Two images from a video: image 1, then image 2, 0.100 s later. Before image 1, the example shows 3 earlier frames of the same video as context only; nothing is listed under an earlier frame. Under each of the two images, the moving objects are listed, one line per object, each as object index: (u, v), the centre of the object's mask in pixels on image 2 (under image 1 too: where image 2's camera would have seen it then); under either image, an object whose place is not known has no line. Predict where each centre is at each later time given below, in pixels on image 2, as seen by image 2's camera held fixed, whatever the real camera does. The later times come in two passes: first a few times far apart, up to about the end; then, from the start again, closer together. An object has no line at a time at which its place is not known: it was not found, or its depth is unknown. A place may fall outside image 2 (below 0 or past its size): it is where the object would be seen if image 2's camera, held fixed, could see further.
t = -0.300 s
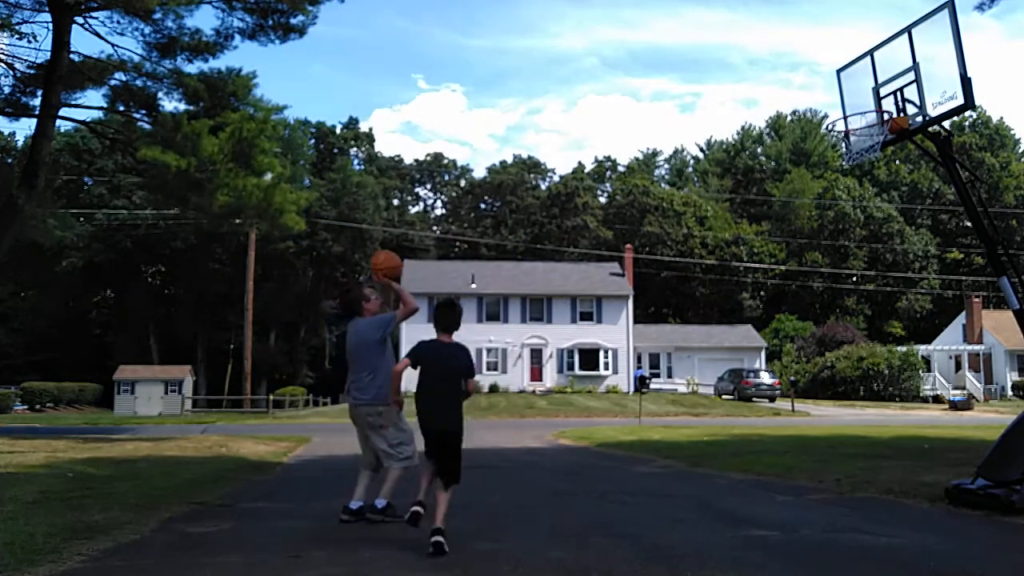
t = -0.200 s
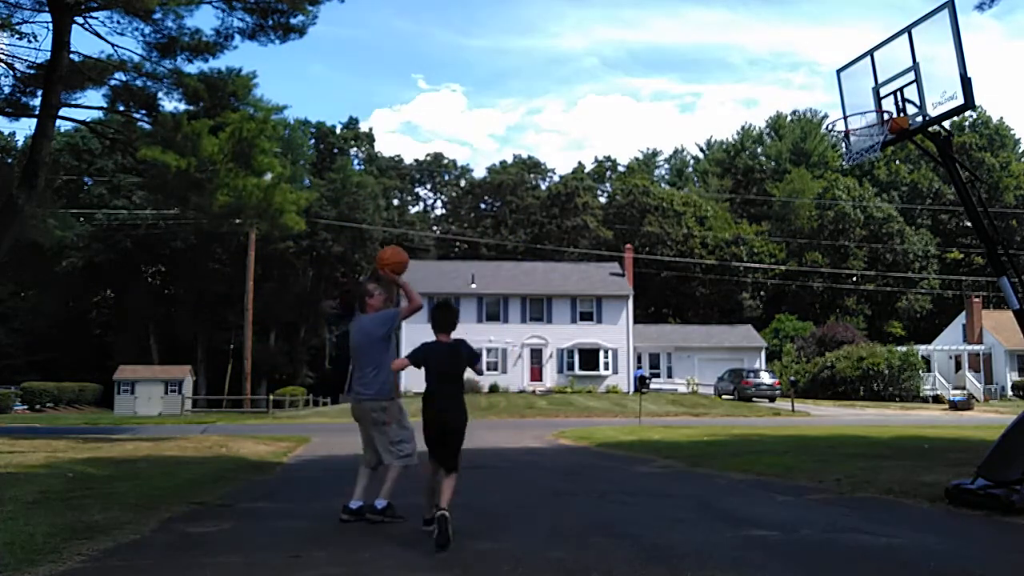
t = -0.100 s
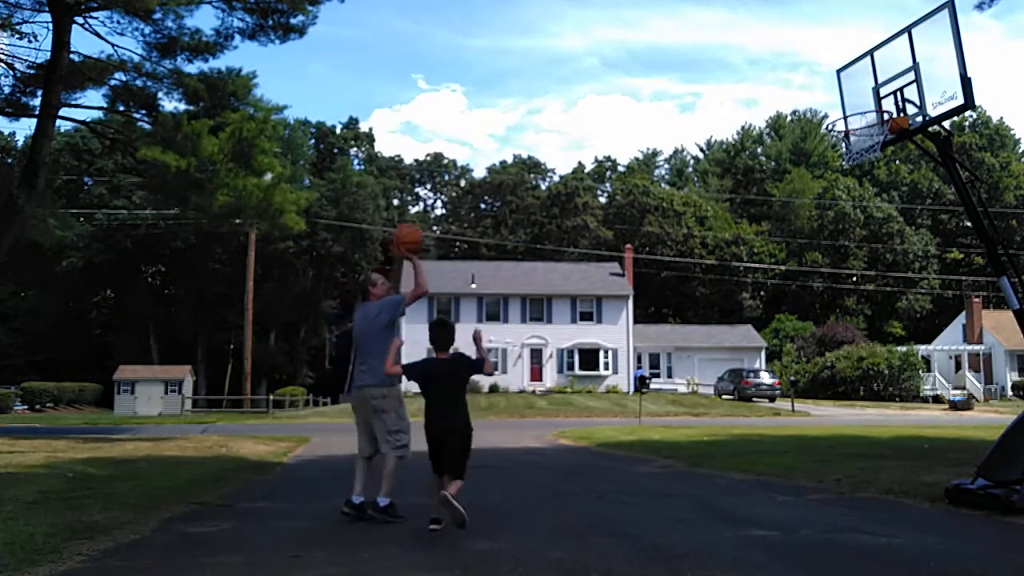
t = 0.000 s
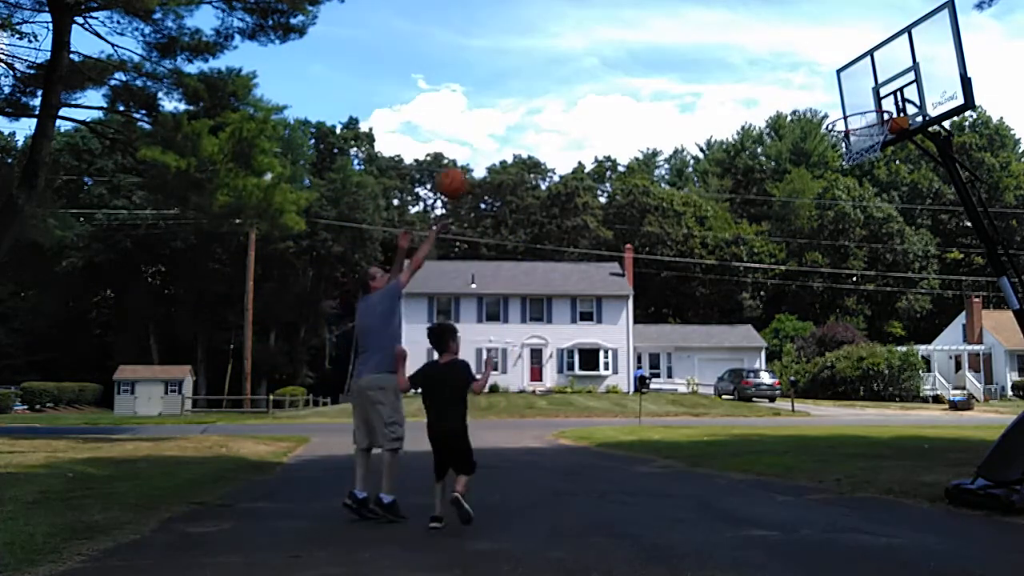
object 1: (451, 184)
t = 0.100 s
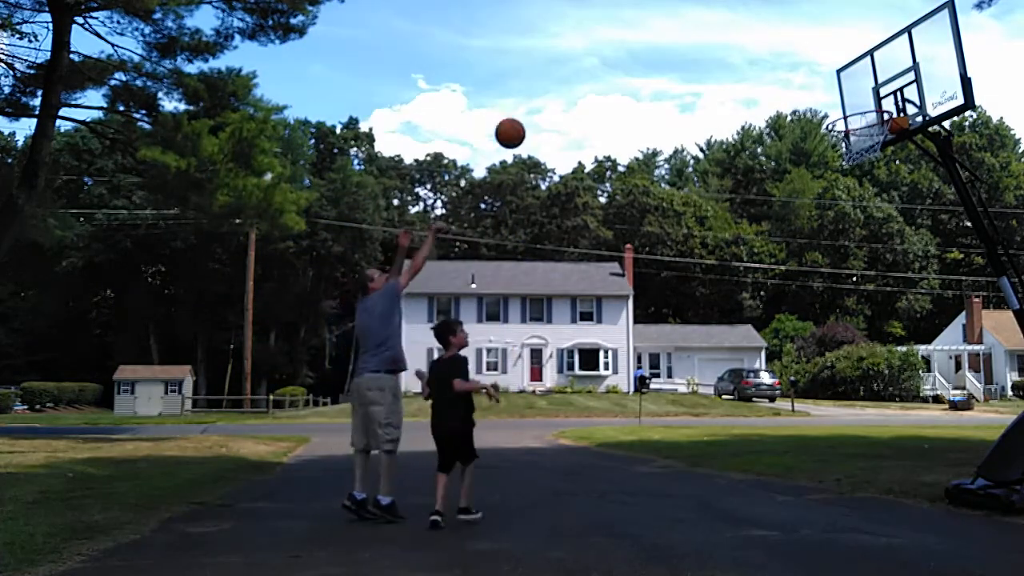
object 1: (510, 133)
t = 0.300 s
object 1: (624, 70)
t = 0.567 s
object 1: (774, 63)
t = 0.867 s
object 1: (842, 113)
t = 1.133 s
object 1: (796, 125)
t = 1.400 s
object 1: (756, 220)
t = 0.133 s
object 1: (529, 119)
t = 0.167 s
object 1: (548, 106)
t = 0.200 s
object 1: (567, 95)
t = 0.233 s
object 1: (586, 85)
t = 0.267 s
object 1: (605, 77)
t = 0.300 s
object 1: (624, 70)
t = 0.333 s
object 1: (642, 64)
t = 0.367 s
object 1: (661, 60)
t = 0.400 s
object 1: (680, 57)
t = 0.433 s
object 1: (699, 55)
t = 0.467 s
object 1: (718, 55)
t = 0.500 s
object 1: (736, 56)
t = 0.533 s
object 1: (755, 59)
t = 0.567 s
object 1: (774, 63)
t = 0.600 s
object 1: (793, 68)
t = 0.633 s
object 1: (812, 74)
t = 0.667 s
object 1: (831, 83)
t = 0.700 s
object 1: (851, 92)
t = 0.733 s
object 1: (869, 102)
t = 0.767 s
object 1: (872, 108)
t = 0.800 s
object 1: (861, 110)
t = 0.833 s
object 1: (851, 113)
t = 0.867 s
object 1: (842, 113)
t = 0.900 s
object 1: (836, 110)
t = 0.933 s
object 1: (830, 108)
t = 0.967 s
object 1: (824, 108)
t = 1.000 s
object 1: (818, 109)
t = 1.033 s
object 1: (813, 111)
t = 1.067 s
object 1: (808, 115)
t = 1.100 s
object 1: (802, 120)
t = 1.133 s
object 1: (796, 125)
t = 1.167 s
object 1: (792, 132)
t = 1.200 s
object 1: (786, 141)
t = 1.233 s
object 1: (781, 150)
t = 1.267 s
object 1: (776, 163)
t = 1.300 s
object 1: (770, 175)
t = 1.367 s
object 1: (760, 205)
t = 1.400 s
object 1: (756, 220)
